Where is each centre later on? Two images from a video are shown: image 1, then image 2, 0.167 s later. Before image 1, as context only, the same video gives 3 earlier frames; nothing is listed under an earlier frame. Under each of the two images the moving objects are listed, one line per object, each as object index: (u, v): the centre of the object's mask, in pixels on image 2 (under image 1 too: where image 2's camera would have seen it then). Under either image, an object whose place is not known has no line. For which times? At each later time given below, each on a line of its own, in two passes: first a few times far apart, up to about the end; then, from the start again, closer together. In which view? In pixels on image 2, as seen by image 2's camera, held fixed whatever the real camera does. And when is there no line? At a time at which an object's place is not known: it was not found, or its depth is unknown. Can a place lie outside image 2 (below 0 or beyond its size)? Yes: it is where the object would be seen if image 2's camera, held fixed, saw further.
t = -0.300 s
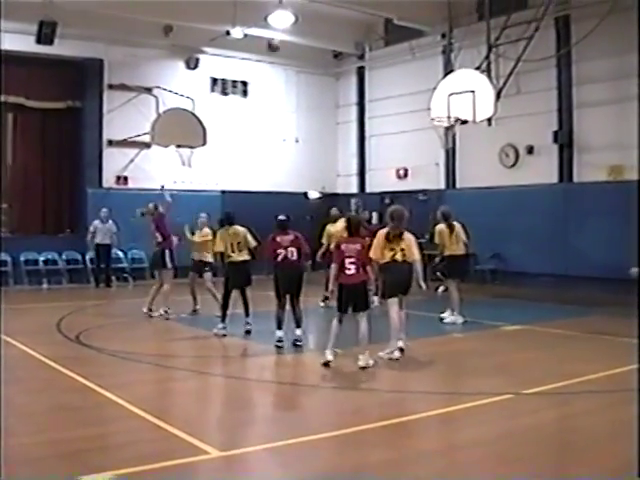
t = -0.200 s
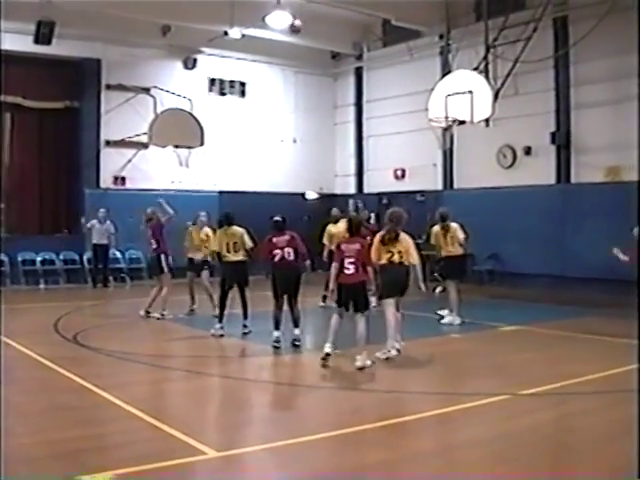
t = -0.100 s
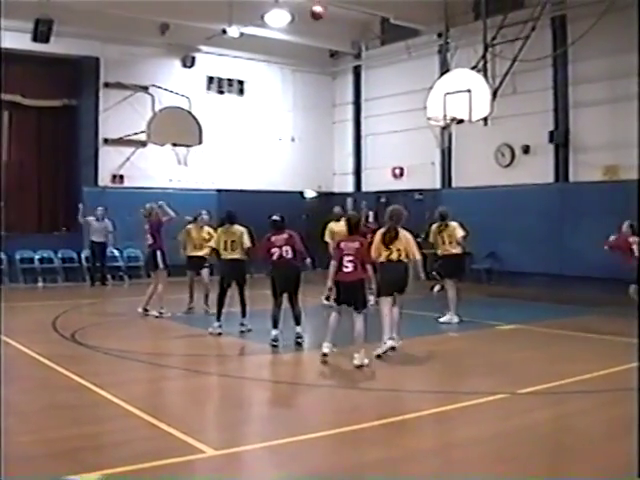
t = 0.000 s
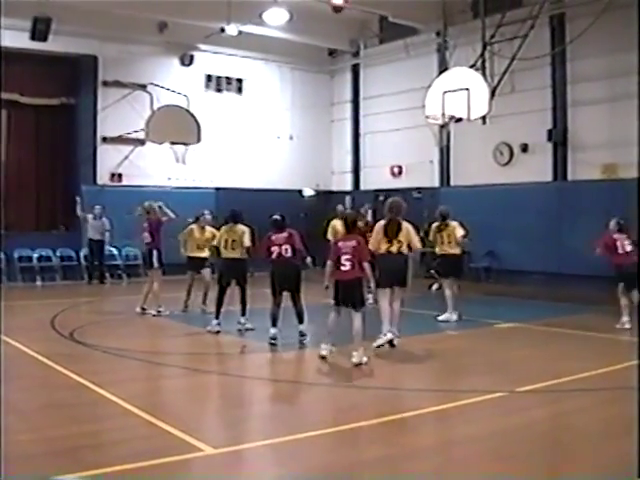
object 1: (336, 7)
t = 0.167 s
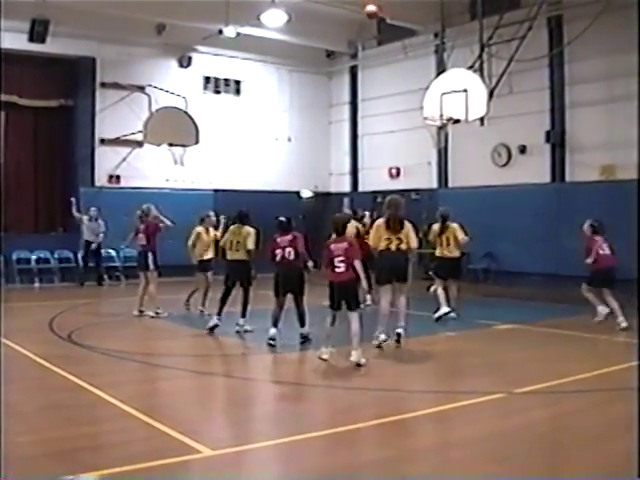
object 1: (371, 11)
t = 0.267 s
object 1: (392, 20)
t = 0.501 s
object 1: (440, 69)
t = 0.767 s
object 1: (465, 104)
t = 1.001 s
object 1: (487, 113)
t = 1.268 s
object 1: (516, 172)
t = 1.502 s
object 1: (542, 275)
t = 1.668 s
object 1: (559, 292)
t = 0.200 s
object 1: (379, 13)
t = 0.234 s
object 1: (384, 16)
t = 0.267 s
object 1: (392, 20)
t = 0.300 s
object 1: (397, 24)
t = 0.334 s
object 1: (406, 32)
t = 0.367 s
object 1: (413, 39)
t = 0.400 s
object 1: (420, 46)
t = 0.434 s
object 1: (427, 54)
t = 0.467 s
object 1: (434, 62)
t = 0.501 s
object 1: (440, 69)
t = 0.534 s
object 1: (447, 80)
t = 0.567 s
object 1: (454, 90)
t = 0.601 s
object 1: (460, 101)
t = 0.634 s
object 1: (457, 106)
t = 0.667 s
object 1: (456, 111)
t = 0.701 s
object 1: (460, 108)
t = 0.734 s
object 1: (462, 106)
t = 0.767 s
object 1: (465, 104)
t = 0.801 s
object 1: (468, 103)
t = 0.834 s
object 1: (471, 103)
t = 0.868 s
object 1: (474, 104)
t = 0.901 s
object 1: (478, 105)
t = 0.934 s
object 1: (480, 107)
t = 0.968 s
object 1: (484, 110)
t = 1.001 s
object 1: (487, 113)
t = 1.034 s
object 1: (489, 118)
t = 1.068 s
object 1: (493, 122)
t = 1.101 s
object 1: (497, 129)
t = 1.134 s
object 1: (501, 136)
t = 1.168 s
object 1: (505, 144)
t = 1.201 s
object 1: (505, 151)
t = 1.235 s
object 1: (512, 162)
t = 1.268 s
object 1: (516, 172)
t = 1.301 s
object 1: (520, 184)
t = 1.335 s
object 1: (523, 195)
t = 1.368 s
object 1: (526, 208)
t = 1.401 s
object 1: (530, 222)
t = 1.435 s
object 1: (534, 237)
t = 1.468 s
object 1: (539, 254)
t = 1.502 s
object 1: (542, 275)
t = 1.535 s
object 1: (546, 292)
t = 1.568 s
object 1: (550, 312)
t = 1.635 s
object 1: (557, 305)
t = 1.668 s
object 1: (559, 292)
